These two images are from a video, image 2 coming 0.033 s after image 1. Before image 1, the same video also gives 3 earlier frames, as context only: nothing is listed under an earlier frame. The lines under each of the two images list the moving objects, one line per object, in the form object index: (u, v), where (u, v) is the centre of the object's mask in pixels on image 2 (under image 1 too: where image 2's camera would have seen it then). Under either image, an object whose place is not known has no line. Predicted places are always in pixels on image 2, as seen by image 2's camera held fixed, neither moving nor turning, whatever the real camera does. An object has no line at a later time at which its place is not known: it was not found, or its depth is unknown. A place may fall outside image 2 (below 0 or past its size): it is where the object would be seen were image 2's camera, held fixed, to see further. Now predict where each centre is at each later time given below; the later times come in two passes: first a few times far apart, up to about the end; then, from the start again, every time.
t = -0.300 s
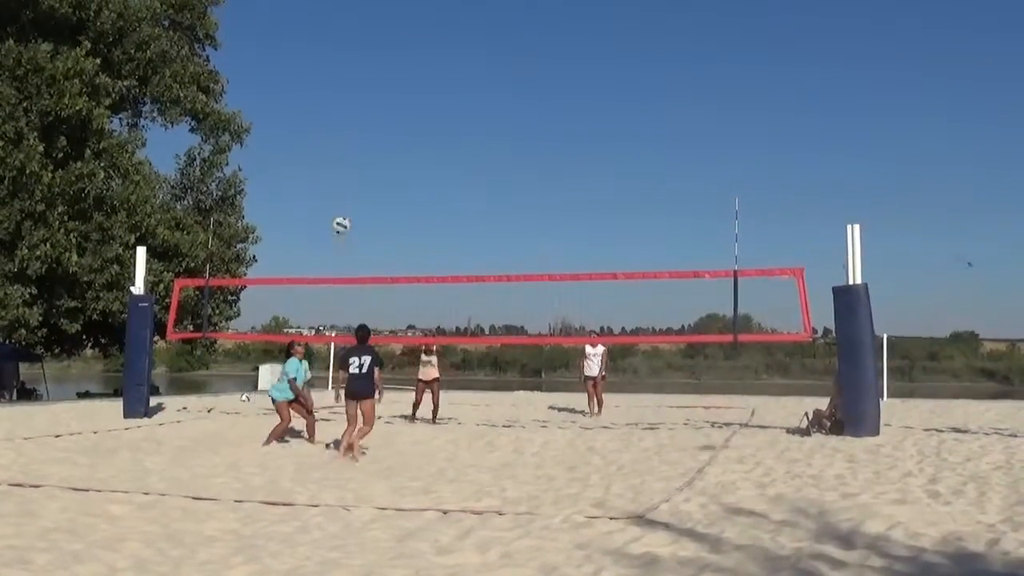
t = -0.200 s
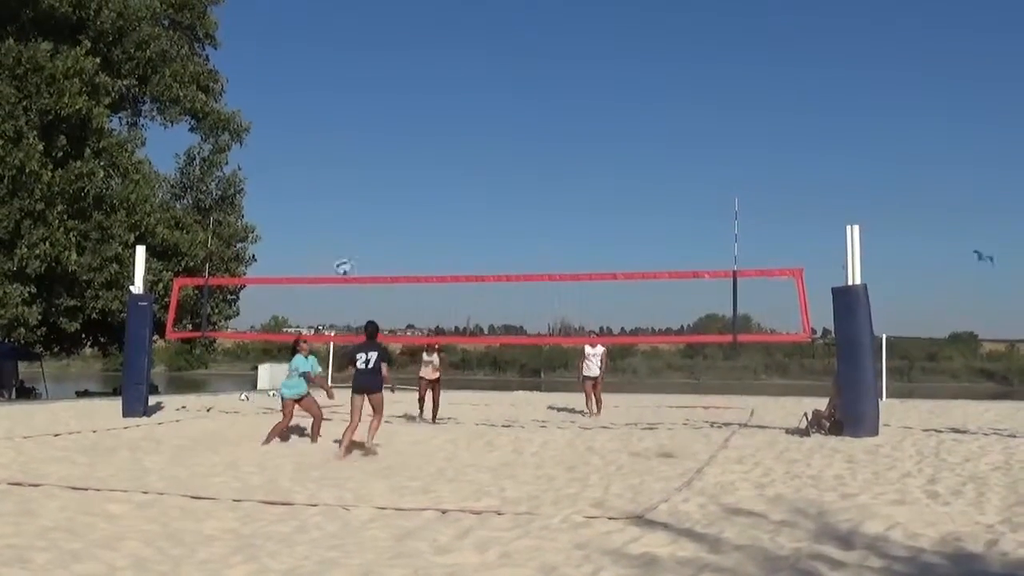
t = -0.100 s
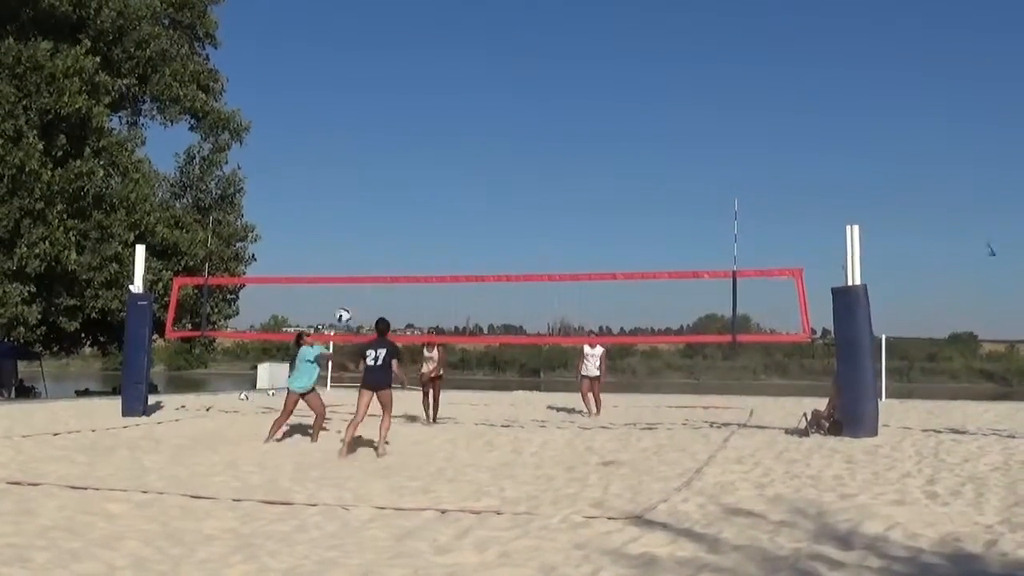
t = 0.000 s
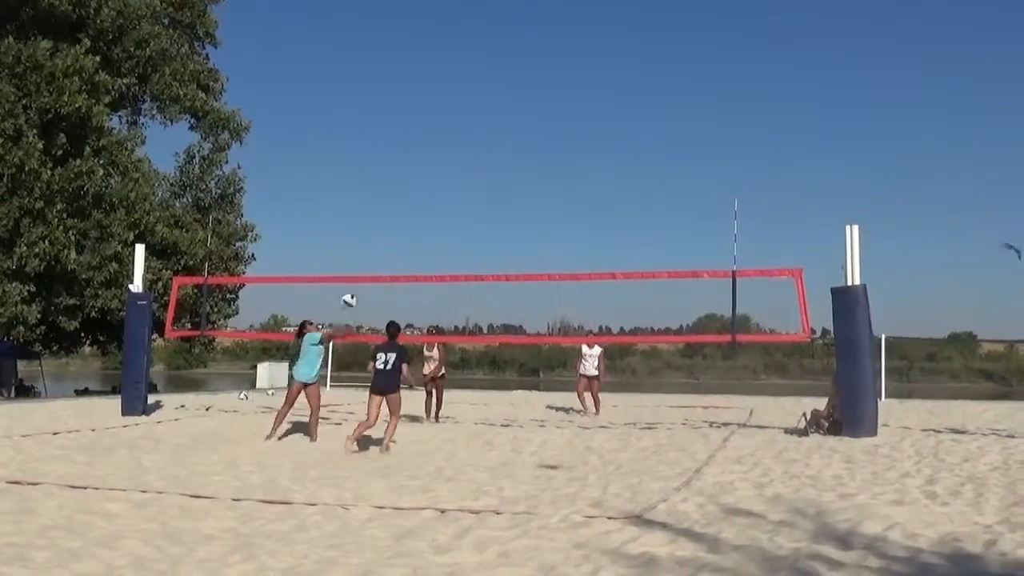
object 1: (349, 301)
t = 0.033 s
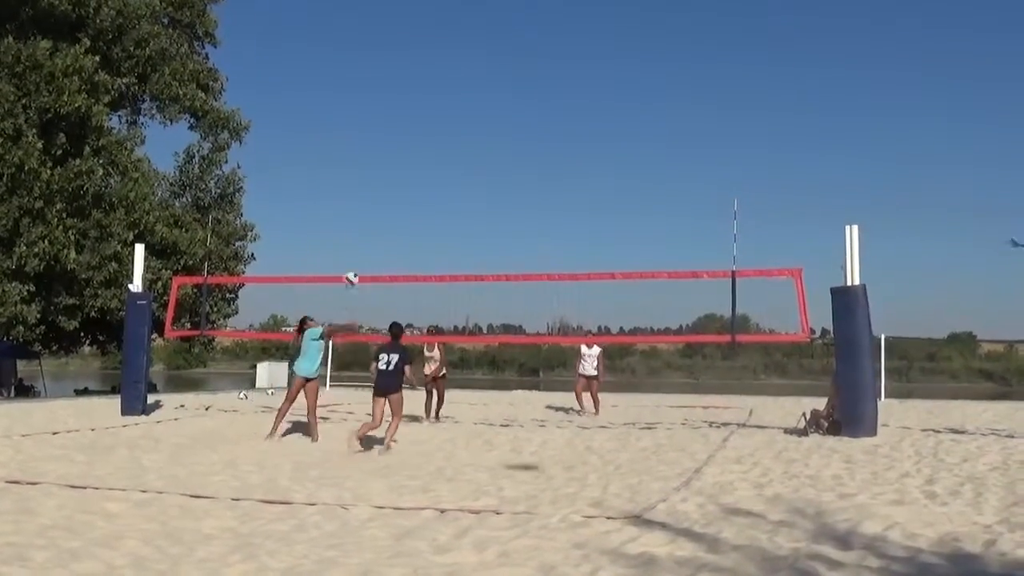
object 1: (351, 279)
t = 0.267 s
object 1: (372, 154)
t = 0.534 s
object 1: (395, 66)
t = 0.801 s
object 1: (417, 33)
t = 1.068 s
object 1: (439, 53)
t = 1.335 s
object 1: (459, 124)
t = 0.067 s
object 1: (353, 258)
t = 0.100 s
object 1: (356, 238)
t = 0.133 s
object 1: (359, 220)
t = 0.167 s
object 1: (362, 201)
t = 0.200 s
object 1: (366, 185)
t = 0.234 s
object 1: (368, 169)
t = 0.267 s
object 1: (372, 154)
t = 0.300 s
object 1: (375, 140)
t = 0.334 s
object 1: (378, 127)
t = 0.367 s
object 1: (381, 115)
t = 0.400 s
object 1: (384, 103)
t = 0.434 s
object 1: (387, 92)
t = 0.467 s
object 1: (390, 83)
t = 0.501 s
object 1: (393, 74)
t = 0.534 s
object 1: (395, 66)
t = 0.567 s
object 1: (398, 60)
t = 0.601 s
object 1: (401, 53)
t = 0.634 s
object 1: (404, 48)
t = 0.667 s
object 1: (407, 43)
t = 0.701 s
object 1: (409, 40)
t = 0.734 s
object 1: (412, 37)
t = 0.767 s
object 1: (414, 34)
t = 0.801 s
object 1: (417, 33)
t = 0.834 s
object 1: (420, 33)
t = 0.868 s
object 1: (423, 34)
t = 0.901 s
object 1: (425, 35)
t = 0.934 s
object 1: (428, 37)
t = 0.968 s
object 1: (431, 40)
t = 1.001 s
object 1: (434, 44)
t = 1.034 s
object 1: (437, 48)
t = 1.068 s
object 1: (439, 53)
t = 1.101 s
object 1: (442, 59)
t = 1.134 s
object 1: (444, 66)
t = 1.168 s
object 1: (447, 74)
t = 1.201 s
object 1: (449, 83)
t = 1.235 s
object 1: (452, 91)
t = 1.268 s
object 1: (454, 102)
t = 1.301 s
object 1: (456, 111)
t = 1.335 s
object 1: (459, 124)
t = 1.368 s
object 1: (462, 136)
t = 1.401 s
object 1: (463, 148)
